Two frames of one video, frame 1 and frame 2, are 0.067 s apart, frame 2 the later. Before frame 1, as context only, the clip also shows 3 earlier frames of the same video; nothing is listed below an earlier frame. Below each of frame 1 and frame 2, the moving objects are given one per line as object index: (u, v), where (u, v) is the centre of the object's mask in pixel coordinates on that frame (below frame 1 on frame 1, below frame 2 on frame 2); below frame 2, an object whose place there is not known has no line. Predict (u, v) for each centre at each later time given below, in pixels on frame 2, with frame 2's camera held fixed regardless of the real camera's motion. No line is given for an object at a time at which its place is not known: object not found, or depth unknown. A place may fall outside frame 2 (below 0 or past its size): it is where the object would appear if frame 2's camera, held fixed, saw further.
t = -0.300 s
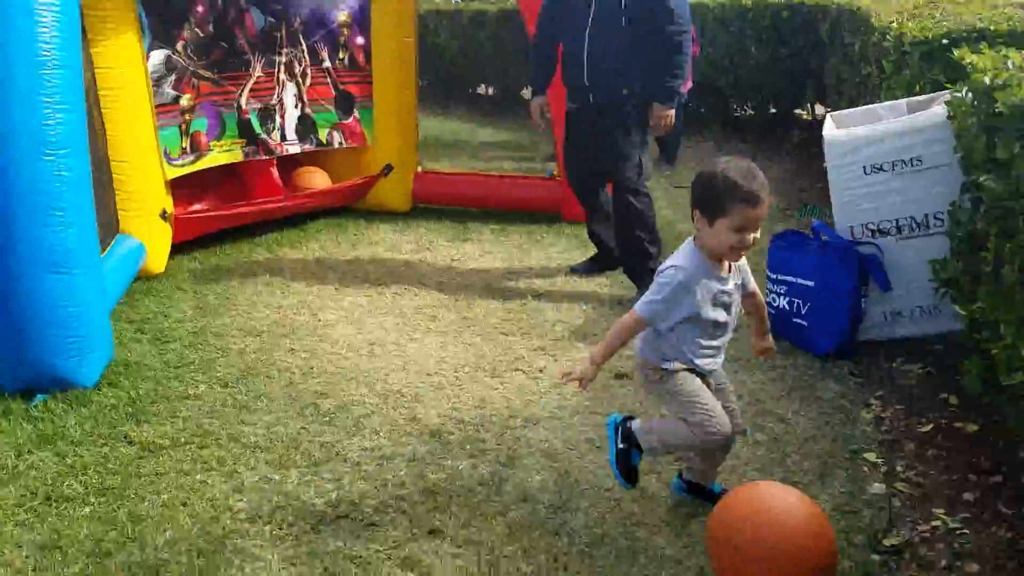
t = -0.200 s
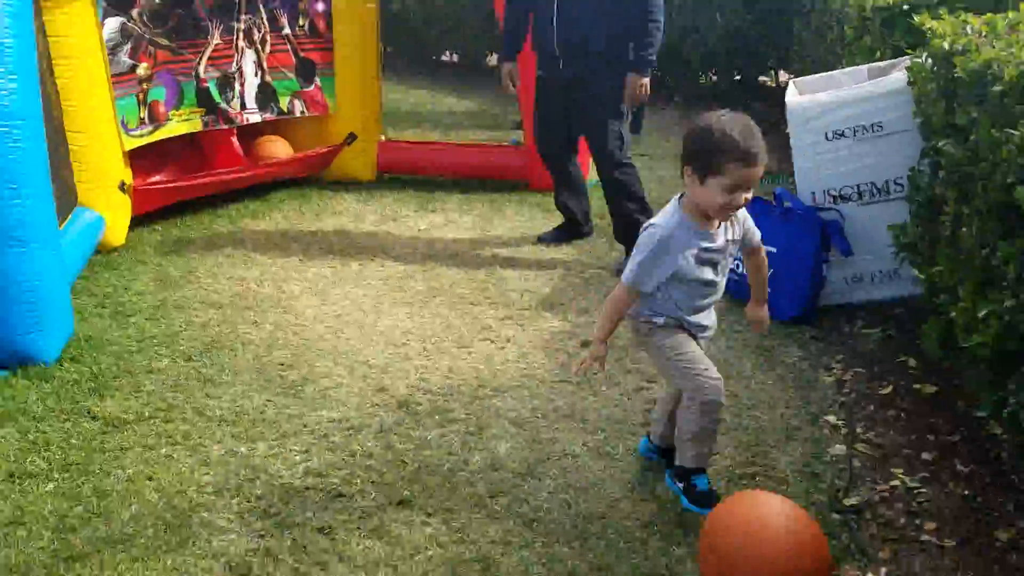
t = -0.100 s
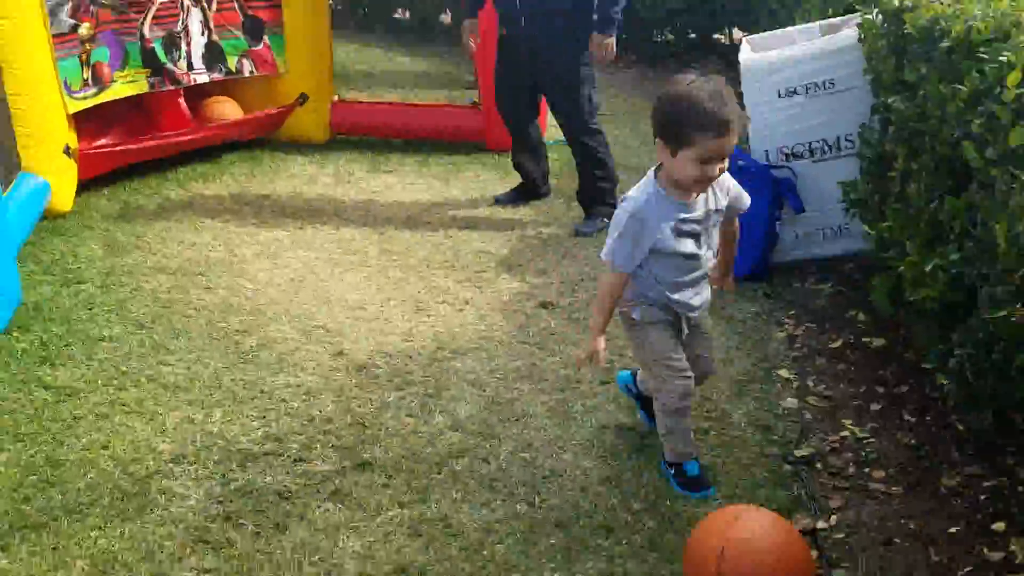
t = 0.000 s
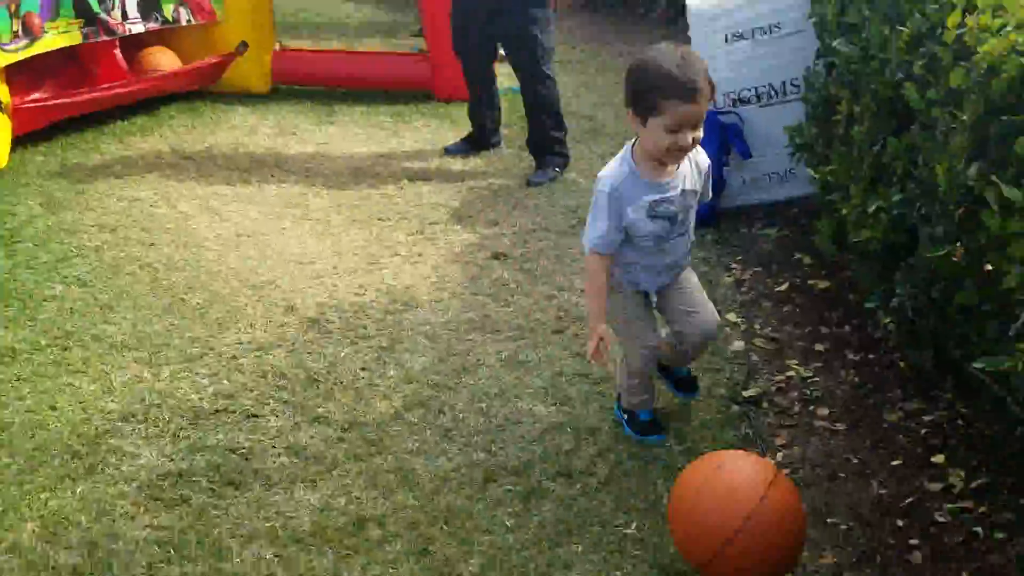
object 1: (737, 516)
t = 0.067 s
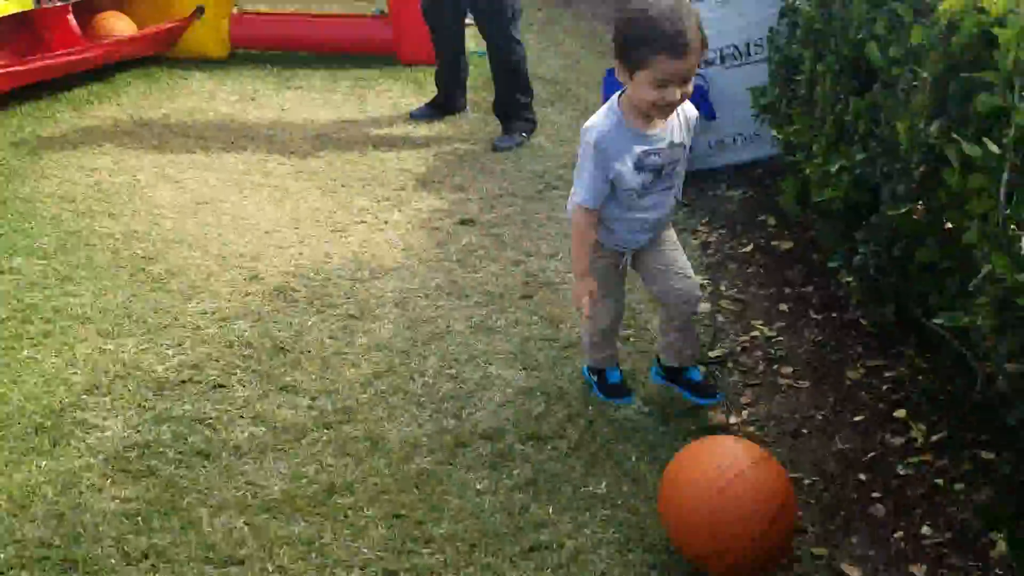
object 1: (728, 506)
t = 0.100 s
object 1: (742, 529)
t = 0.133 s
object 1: (756, 549)
